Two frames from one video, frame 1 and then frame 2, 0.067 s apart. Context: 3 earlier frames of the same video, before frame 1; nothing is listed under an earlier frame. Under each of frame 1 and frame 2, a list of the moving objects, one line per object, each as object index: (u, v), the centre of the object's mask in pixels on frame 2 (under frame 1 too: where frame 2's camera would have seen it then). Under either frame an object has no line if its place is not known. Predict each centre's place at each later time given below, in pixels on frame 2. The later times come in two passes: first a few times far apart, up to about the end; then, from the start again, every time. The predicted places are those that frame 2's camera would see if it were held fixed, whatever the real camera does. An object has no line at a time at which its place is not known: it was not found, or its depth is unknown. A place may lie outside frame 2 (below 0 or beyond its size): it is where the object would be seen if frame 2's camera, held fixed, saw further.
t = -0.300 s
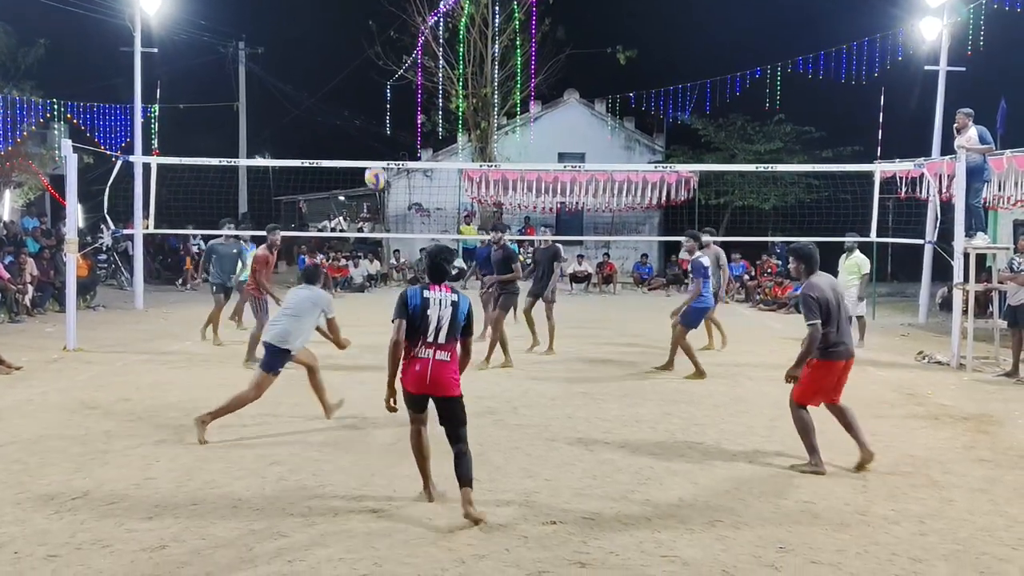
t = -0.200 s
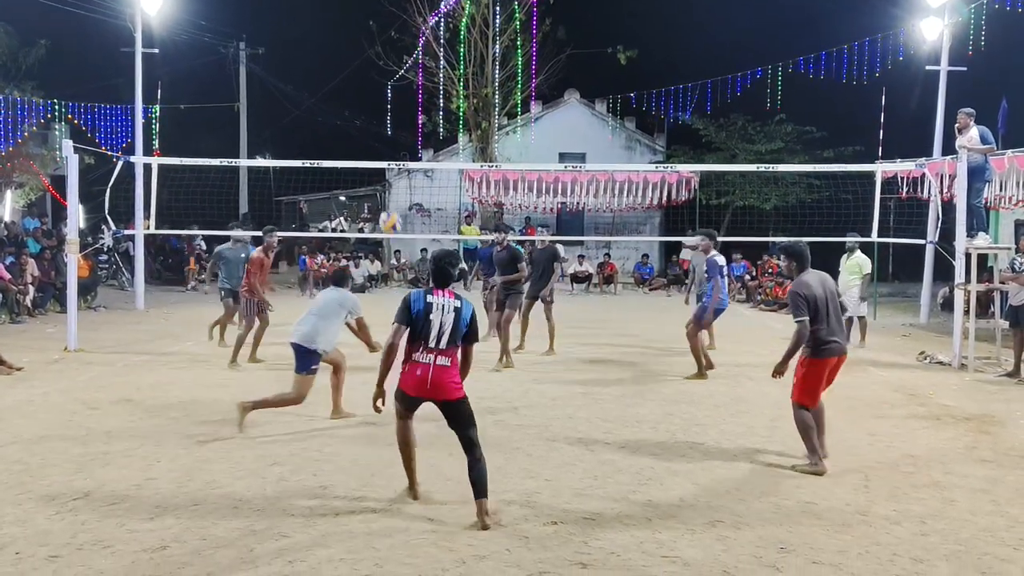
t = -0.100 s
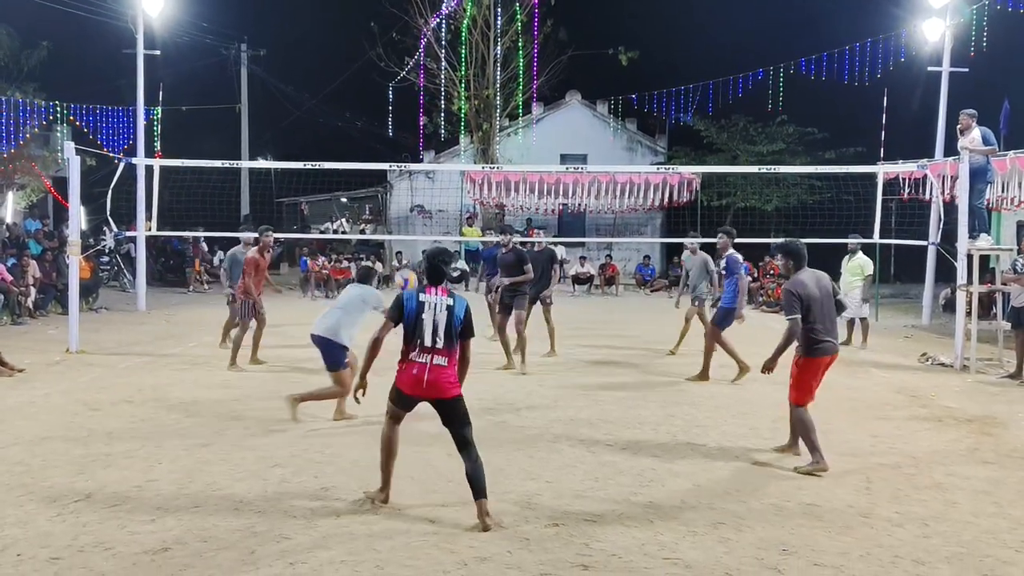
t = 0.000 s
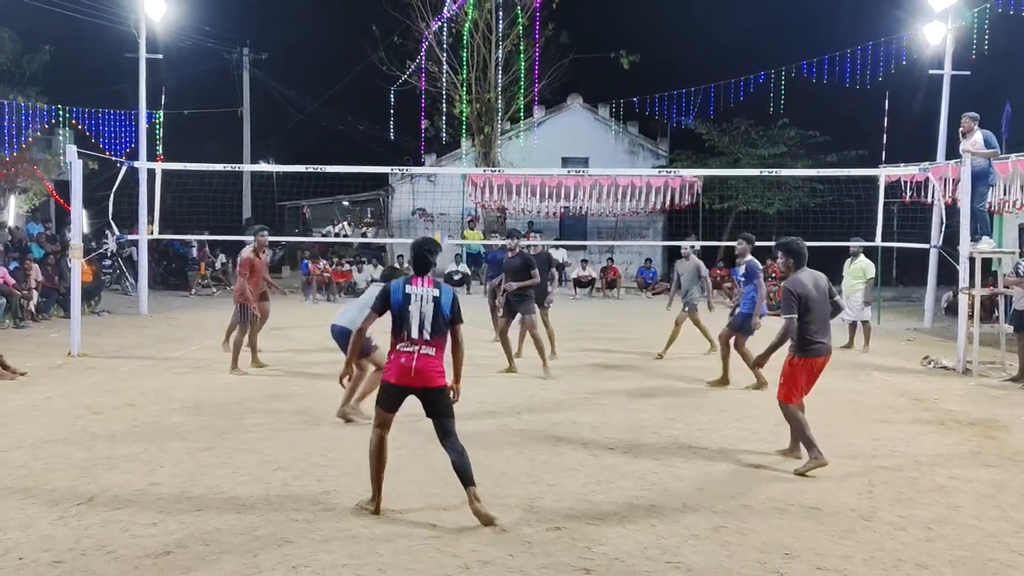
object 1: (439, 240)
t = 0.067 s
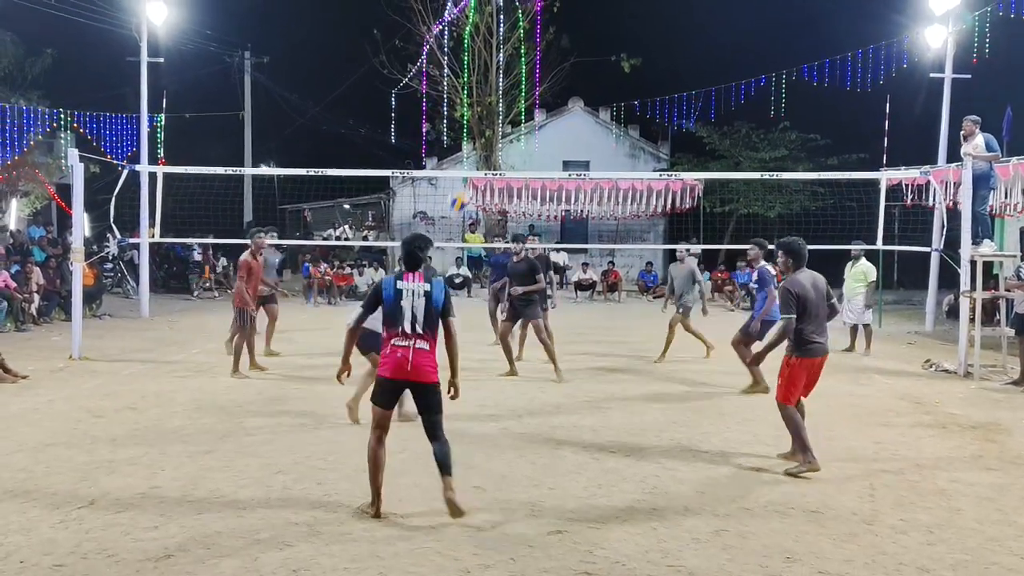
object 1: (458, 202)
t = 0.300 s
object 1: (534, 69)
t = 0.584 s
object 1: (619, -12)
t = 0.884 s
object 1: (705, -9)
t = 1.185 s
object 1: (781, 80)
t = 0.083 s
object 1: (466, 189)
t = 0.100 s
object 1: (469, 176)
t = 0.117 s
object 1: (477, 166)
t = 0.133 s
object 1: (481, 157)
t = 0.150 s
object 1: (486, 147)
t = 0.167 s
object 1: (490, 136)
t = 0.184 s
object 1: (497, 126)
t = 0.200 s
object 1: (502, 118)
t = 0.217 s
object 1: (507, 108)
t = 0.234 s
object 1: (512, 100)
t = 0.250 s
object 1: (518, 92)
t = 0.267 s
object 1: (523, 84)
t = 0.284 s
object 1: (528, 77)
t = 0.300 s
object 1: (534, 69)
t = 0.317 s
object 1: (539, 62)
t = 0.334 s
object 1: (544, 55)
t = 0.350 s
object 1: (549, 49)
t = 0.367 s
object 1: (554, 42)
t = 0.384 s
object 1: (559, 37)
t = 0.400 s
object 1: (564, 31)
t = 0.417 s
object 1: (569, 25)
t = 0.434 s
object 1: (575, 20)
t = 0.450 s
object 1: (580, 15)
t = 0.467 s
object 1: (585, 11)
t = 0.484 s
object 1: (590, 6)
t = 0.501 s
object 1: (595, 3)
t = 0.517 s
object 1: (600, -1)
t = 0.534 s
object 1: (605, -4)
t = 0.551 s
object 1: (610, -7)
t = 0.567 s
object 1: (615, -10)
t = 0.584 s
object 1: (619, -12)
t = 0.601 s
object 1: (625, -14)
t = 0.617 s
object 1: (629, -16)
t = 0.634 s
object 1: (634, -18)
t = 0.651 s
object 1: (639, -19)
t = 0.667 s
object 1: (644, -21)
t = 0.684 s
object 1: (649, -21)
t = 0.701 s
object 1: (654, -22)
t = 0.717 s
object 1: (659, -22)
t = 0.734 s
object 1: (664, -22)
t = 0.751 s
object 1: (668, -21)
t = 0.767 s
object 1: (673, -21)
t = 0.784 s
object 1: (678, -20)
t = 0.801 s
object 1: (682, -19)
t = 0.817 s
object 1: (687, -17)
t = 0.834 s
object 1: (691, -16)
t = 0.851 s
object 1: (696, -14)
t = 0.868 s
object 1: (701, -12)
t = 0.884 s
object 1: (705, -9)
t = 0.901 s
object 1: (710, -7)
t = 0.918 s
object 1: (714, -4)
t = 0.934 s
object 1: (719, 0)
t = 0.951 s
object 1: (723, 4)
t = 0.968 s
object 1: (728, 7)
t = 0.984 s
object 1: (732, 12)
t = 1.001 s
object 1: (736, 16)
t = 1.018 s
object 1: (740, 21)
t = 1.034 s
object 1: (744, 26)
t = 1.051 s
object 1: (748, 31)
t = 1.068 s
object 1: (753, 36)
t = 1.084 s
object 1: (757, 42)
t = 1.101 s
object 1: (761, 47)
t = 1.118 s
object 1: (765, 54)
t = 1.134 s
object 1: (769, 60)
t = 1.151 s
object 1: (773, 66)
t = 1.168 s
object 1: (777, 73)
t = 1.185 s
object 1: (781, 80)
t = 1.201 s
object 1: (785, 88)
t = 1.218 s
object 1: (789, 95)
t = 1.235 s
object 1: (793, 103)
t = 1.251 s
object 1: (796, 111)
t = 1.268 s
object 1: (800, 119)
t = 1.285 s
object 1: (804, 128)
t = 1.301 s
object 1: (807, 137)
